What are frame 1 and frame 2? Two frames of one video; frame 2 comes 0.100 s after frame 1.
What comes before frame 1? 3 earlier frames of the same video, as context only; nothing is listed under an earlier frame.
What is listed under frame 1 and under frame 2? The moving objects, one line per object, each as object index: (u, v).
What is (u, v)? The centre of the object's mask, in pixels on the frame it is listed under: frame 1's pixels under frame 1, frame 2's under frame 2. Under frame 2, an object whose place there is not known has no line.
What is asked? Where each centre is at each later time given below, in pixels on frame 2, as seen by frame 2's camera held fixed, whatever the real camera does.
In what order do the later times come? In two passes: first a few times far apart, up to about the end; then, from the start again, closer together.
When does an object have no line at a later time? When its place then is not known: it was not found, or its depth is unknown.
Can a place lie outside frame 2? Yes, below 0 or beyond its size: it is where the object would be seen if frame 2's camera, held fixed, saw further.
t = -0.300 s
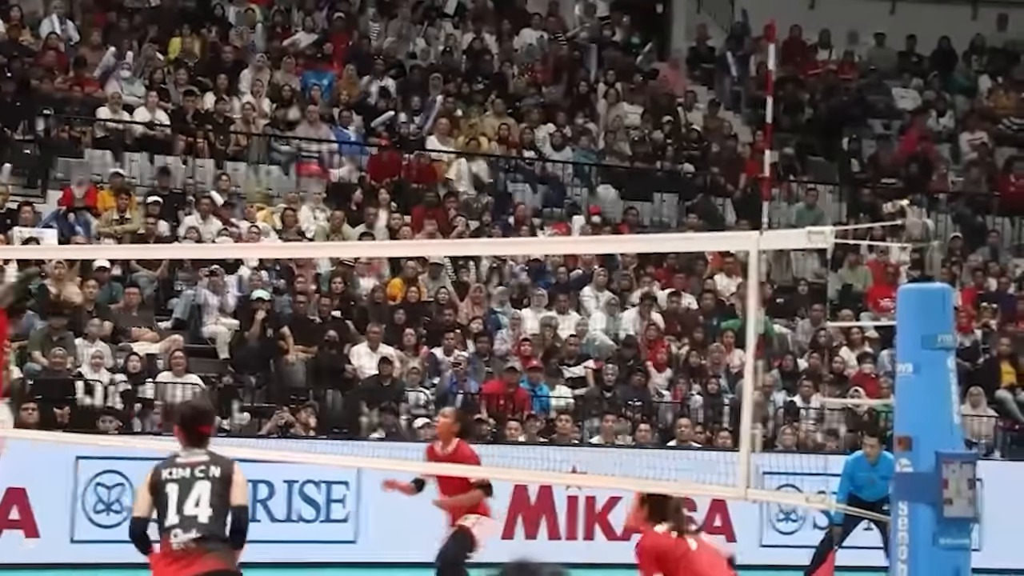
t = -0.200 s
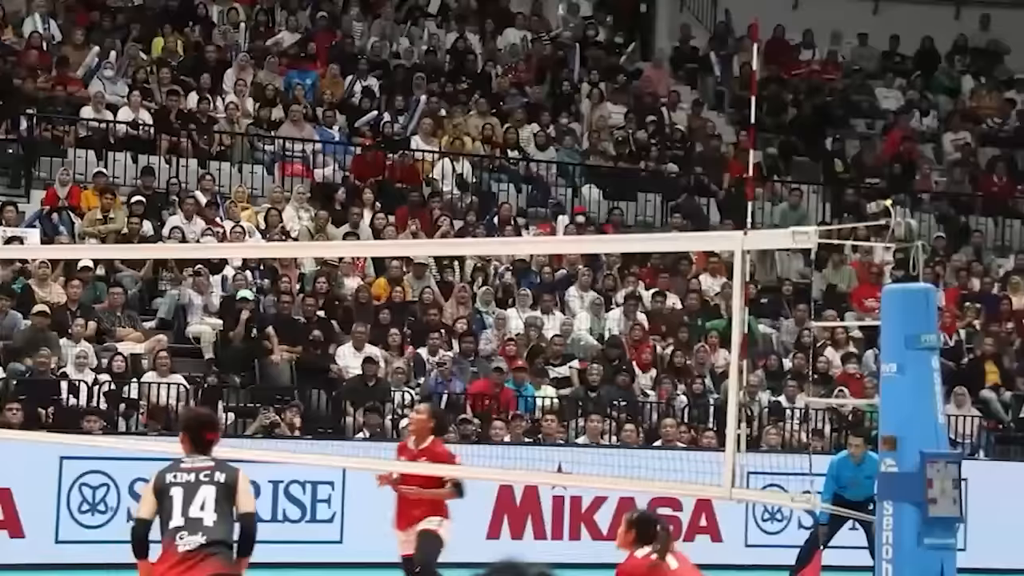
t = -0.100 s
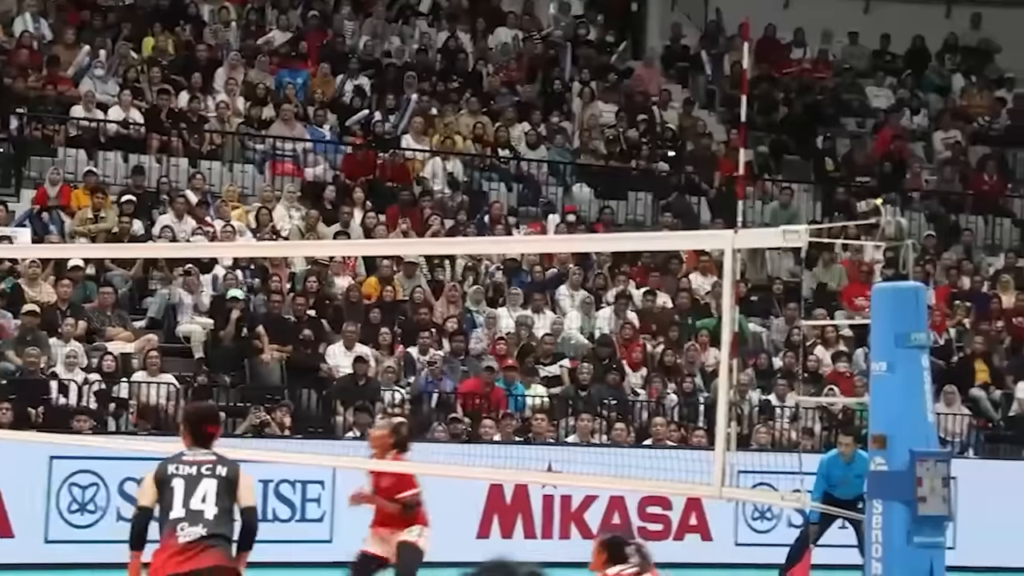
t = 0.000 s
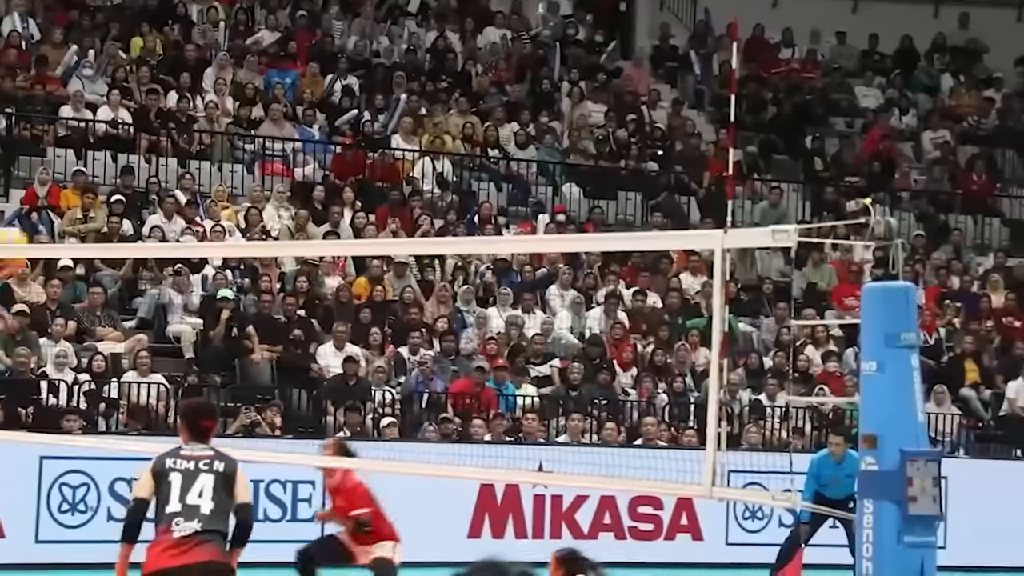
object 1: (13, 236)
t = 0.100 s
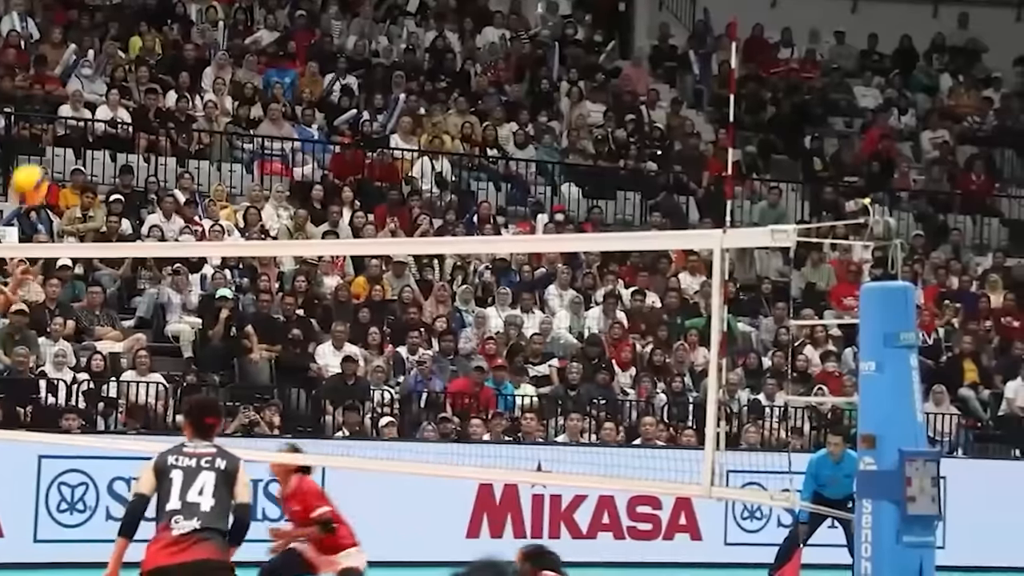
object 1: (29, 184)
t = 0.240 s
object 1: (51, 126)
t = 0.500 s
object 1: (88, 98)
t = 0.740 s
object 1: (118, 177)
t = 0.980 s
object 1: (141, 350)
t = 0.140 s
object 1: (34, 164)
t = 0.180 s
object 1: (42, 145)
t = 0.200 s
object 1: (46, 137)
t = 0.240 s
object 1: (51, 126)
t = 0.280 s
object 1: (57, 114)
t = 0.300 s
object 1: (60, 109)
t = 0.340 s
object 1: (67, 102)
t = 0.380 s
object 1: (72, 97)
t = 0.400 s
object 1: (75, 96)
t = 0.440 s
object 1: (81, 95)
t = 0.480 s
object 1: (86, 96)
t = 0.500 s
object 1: (88, 98)
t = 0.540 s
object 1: (95, 107)
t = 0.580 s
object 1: (100, 115)
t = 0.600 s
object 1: (102, 120)
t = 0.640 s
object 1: (107, 132)
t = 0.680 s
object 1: (113, 147)
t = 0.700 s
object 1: (115, 158)
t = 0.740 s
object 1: (118, 177)
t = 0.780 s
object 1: (121, 199)
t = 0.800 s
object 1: (122, 211)
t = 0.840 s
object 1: (127, 231)
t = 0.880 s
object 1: (133, 272)
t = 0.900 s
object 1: (134, 282)
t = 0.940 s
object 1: (138, 313)
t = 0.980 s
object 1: (141, 350)
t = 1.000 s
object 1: (142, 366)
